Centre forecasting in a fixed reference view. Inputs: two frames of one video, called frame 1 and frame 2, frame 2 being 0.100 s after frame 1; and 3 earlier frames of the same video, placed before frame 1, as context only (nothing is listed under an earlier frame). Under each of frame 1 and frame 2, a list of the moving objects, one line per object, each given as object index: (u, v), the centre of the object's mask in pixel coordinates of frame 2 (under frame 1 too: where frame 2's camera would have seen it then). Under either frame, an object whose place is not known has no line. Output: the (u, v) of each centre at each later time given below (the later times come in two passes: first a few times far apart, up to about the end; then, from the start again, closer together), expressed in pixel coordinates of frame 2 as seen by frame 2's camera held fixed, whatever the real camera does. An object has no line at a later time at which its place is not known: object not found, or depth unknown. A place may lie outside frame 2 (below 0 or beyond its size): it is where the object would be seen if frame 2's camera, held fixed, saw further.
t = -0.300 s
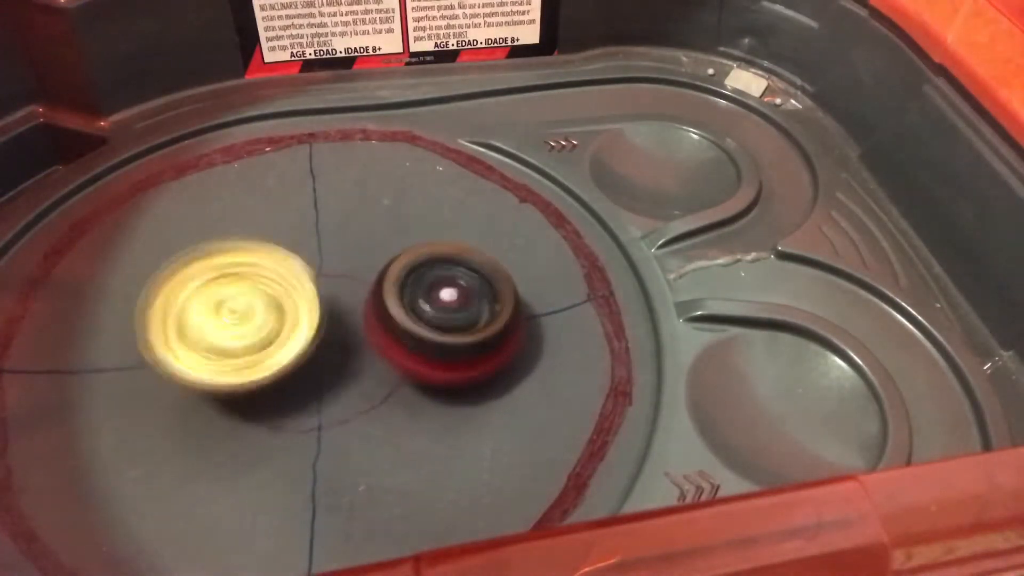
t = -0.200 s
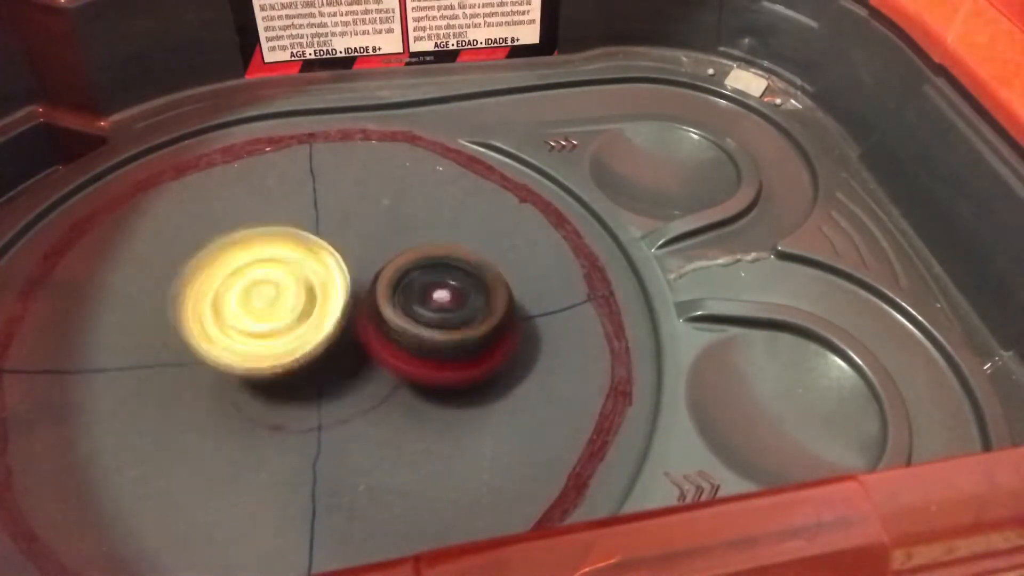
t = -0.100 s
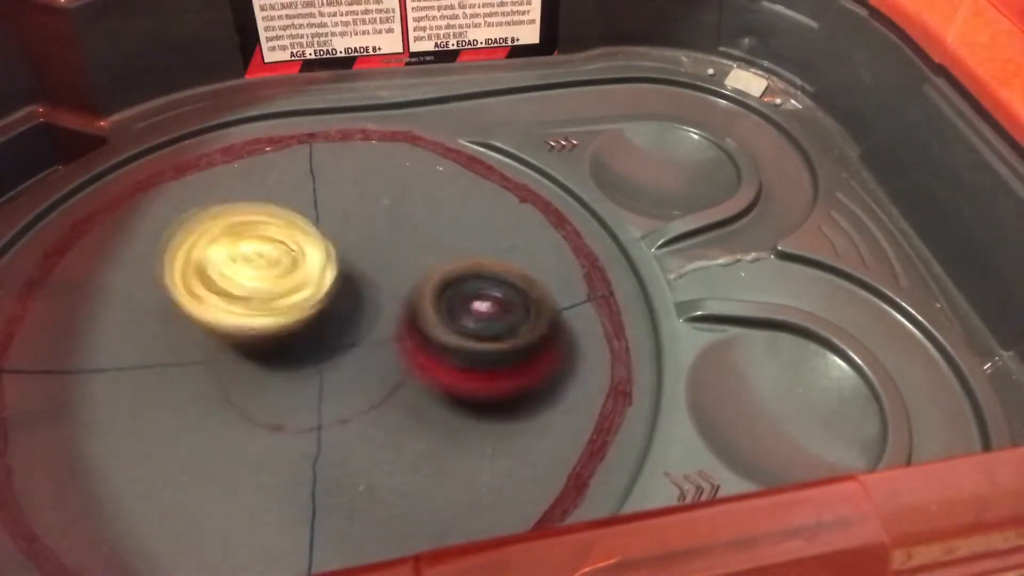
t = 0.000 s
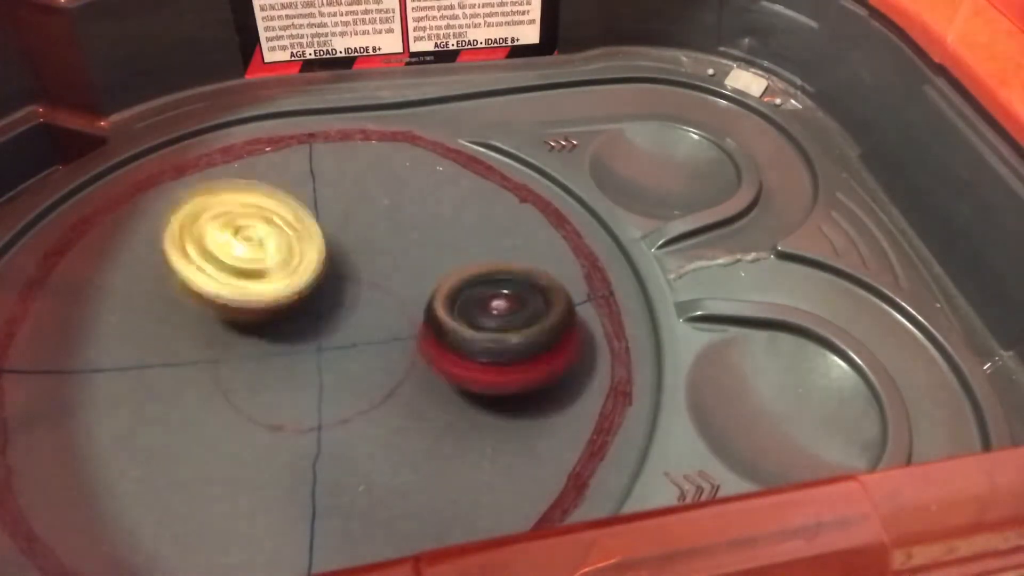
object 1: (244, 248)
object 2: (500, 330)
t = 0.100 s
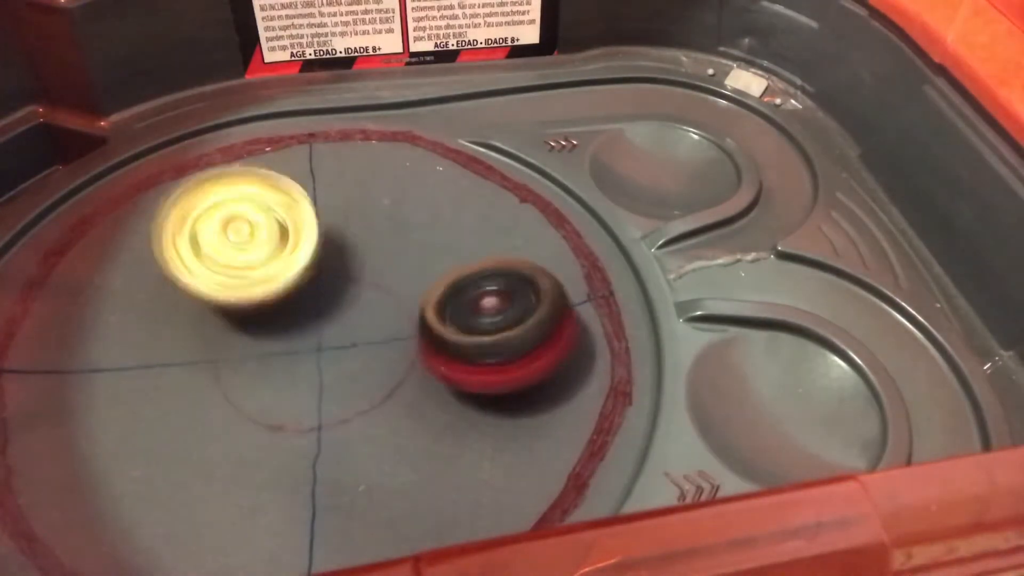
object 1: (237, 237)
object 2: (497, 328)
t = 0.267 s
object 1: (268, 222)
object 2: (476, 328)
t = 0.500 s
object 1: (273, 215)
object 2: (439, 313)
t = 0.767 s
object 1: (234, 206)
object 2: (428, 315)
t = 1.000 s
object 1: (235, 243)
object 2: (414, 321)
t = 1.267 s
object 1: (209, 286)
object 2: (396, 327)
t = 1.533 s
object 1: (148, 299)
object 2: (380, 334)
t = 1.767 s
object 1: (169, 313)
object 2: (367, 341)
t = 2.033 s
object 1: (210, 304)
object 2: (388, 332)
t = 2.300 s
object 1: (213, 311)
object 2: (388, 336)
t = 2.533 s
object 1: (108, 312)
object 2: (456, 314)
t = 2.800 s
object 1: (195, 293)
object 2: (427, 276)
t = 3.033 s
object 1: (247, 315)
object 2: (390, 249)
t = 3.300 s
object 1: (190, 328)
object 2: (380, 264)
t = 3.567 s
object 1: (215, 310)
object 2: (393, 274)
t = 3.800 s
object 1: (227, 322)
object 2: (379, 277)
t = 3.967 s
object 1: (218, 347)
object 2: (374, 255)
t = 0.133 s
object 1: (243, 228)
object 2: (493, 328)
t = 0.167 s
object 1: (253, 224)
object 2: (491, 330)
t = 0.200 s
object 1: (256, 224)
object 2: (487, 331)
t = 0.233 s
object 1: (262, 222)
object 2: (483, 331)
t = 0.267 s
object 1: (268, 222)
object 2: (476, 328)
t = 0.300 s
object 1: (277, 220)
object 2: (468, 325)
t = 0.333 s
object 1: (286, 225)
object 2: (457, 319)
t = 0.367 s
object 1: (290, 228)
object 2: (444, 313)
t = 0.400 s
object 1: (295, 230)
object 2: (430, 308)
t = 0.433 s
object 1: (292, 228)
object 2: (425, 308)
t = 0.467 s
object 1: (281, 217)
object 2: (433, 311)
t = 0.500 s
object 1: (273, 215)
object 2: (439, 313)
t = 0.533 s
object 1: (265, 211)
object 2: (441, 312)
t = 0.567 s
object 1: (264, 209)
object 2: (440, 311)
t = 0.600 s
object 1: (258, 208)
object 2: (437, 312)
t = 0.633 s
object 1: (250, 205)
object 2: (435, 313)
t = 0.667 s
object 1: (242, 204)
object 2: (433, 314)
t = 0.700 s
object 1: (241, 202)
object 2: (432, 314)
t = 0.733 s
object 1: (240, 201)
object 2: (430, 314)
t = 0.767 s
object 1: (234, 206)
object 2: (428, 315)
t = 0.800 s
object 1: (234, 208)
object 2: (425, 317)
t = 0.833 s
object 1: (233, 212)
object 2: (424, 317)
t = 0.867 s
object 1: (232, 216)
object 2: (422, 318)
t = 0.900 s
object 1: (236, 220)
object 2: (420, 319)
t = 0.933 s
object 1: (235, 230)
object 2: (418, 319)
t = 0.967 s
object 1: (234, 235)
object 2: (416, 320)
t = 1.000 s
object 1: (235, 243)
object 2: (414, 321)
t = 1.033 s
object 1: (235, 251)
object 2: (412, 321)
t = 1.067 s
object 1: (235, 255)
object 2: (409, 322)
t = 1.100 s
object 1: (235, 262)
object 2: (406, 323)
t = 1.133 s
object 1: (232, 267)
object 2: (404, 323)
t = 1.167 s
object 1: (229, 272)
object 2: (402, 324)
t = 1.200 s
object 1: (221, 278)
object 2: (400, 325)
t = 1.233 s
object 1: (215, 282)
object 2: (398, 326)
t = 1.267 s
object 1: (209, 286)
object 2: (396, 327)
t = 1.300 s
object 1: (201, 289)
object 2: (394, 328)
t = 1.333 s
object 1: (196, 290)
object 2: (392, 329)
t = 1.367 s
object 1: (189, 292)
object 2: (390, 330)
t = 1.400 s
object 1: (180, 293)
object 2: (388, 330)
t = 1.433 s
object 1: (170, 295)
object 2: (386, 331)
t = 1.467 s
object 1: (159, 297)
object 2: (384, 332)
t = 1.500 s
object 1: (153, 297)
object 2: (382, 333)
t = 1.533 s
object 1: (148, 299)
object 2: (380, 334)
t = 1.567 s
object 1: (144, 301)
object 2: (379, 335)
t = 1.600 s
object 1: (147, 301)
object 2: (377, 336)
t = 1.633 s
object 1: (145, 305)
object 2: (375, 337)
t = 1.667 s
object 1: (149, 306)
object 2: (373, 338)
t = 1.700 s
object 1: (157, 308)
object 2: (371, 339)
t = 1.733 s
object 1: (160, 313)
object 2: (369, 340)
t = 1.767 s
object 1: (169, 313)
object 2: (367, 341)
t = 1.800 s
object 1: (180, 317)
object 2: (365, 342)
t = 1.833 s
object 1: (185, 321)
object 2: (364, 342)
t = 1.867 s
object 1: (175, 320)
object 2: (379, 344)
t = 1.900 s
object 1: (177, 316)
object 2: (392, 343)
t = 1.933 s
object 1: (185, 308)
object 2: (398, 340)
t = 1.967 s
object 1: (198, 305)
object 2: (395, 335)
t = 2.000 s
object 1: (205, 304)
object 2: (393, 334)
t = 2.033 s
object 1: (210, 304)
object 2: (388, 332)
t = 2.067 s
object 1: (214, 309)
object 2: (384, 333)
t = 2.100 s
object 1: (204, 315)
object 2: (390, 337)
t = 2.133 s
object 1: (193, 310)
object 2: (399, 338)
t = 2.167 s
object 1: (191, 306)
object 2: (399, 333)
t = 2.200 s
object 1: (193, 304)
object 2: (397, 332)
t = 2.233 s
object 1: (200, 304)
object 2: (392, 332)
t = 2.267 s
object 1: (210, 304)
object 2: (389, 333)
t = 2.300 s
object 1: (213, 311)
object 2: (388, 336)
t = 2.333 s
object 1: (210, 317)
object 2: (387, 336)
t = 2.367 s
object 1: (210, 319)
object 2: (382, 334)
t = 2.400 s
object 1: (185, 323)
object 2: (401, 333)
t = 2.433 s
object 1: (158, 321)
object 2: (424, 329)
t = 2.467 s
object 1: (133, 319)
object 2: (444, 327)
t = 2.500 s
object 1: (116, 319)
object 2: (453, 319)
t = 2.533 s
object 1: (108, 312)
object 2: (456, 314)
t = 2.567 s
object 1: (111, 308)
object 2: (457, 311)
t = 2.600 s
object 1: (115, 302)
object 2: (456, 304)
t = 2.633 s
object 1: (126, 298)
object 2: (454, 300)
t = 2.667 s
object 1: (137, 296)
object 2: (451, 295)
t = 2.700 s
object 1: (149, 297)
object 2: (447, 291)
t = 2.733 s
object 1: (161, 297)
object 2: (442, 285)
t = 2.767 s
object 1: (176, 295)
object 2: (437, 281)
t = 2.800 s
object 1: (195, 293)
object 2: (427, 276)
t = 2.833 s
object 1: (211, 291)
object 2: (419, 271)
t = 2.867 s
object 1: (228, 289)
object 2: (411, 270)
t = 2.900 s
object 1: (243, 290)
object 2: (402, 268)
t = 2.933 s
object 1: (243, 295)
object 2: (400, 261)
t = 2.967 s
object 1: (245, 302)
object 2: (400, 253)
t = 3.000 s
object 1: (247, 310)
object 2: (397, 250)
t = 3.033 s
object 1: (247, 315)
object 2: (390, 249)
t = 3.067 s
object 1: (245, 321)
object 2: (386, 248)
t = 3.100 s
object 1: (233, 326)
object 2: (383, 247)
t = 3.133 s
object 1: (225, 332)
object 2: (380, 250)
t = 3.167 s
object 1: (214, 335)
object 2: (380, 252)
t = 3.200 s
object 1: (205, 336)
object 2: (382, 256)
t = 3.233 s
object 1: (200, 335)
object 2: (380, 256)
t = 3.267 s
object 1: (193, 333)
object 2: (379, 259)
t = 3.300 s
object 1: (190, 328)
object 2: (380, 264)
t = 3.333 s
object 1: (194, 325)
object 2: (382, 266)
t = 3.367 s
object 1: (196, 324)
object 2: (383, 270)
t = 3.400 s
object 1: (198, 323)
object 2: (383, 274)
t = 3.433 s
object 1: (203, 321)
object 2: (389, 275)
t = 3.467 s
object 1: (206, 318)
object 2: (392, 274)
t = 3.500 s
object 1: (213, 311)
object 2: (396, 276)
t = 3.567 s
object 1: (215, 310)
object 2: (393, 274)
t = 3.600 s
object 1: (215, 310)
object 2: (393, 273)
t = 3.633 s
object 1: (216, 312)
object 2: (392, 273)
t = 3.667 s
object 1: (217, 314)
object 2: (391, 273)
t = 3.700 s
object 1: (218, 315)
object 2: (391, 272)
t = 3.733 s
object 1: (221, 317)
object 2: (388, 273)
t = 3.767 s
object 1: (223, 319)
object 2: (385, 275)
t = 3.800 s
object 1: (227, 322)
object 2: (379, 277)
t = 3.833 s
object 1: (227, 324)
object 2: (377, 274)
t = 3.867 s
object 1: (220, 332)
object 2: (380, 268)
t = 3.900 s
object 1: (219, 340)
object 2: (380, 264)
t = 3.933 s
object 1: (217, 345)
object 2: (381, 260)
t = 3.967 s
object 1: (218, 347)
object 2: (374, 255)
